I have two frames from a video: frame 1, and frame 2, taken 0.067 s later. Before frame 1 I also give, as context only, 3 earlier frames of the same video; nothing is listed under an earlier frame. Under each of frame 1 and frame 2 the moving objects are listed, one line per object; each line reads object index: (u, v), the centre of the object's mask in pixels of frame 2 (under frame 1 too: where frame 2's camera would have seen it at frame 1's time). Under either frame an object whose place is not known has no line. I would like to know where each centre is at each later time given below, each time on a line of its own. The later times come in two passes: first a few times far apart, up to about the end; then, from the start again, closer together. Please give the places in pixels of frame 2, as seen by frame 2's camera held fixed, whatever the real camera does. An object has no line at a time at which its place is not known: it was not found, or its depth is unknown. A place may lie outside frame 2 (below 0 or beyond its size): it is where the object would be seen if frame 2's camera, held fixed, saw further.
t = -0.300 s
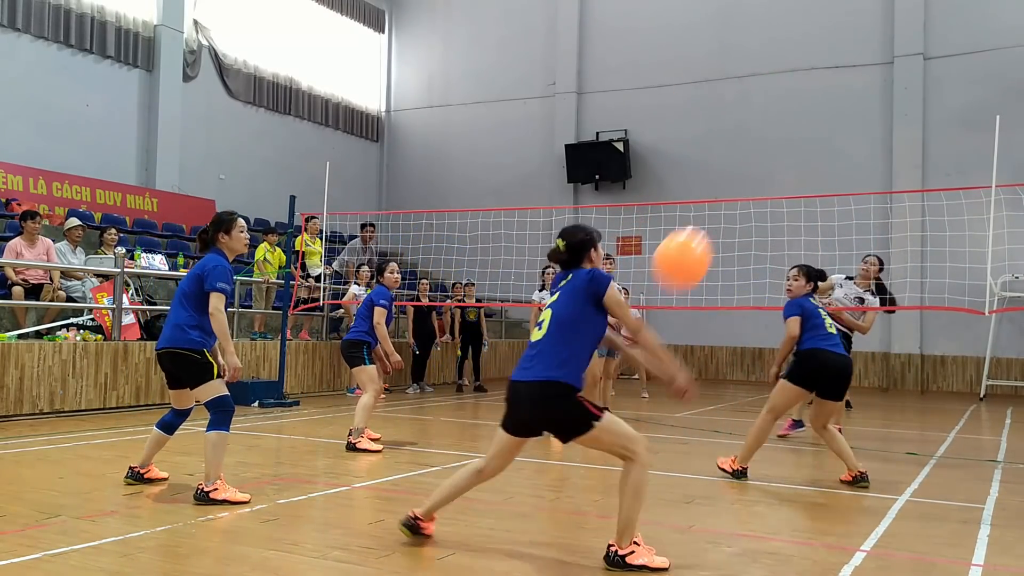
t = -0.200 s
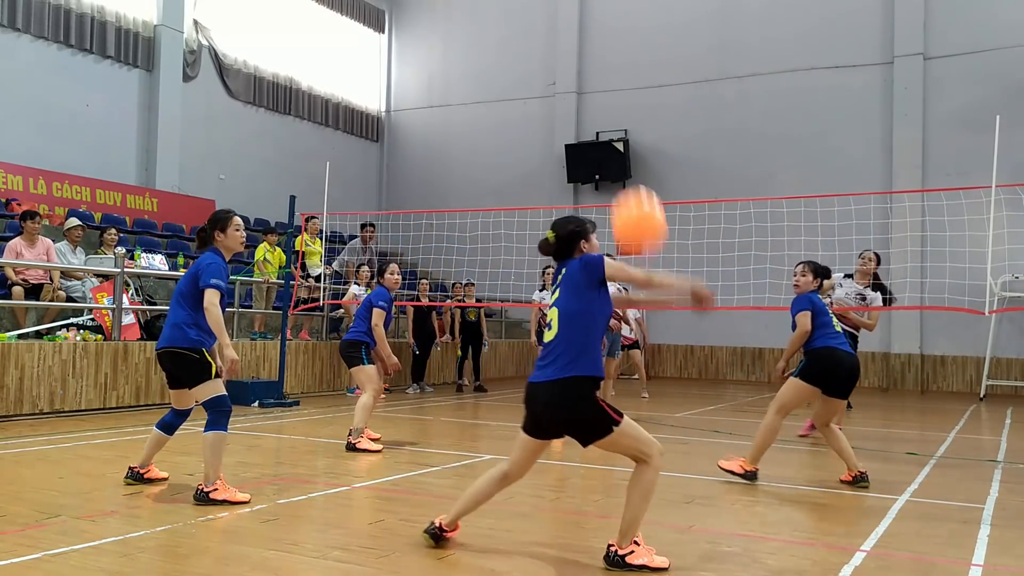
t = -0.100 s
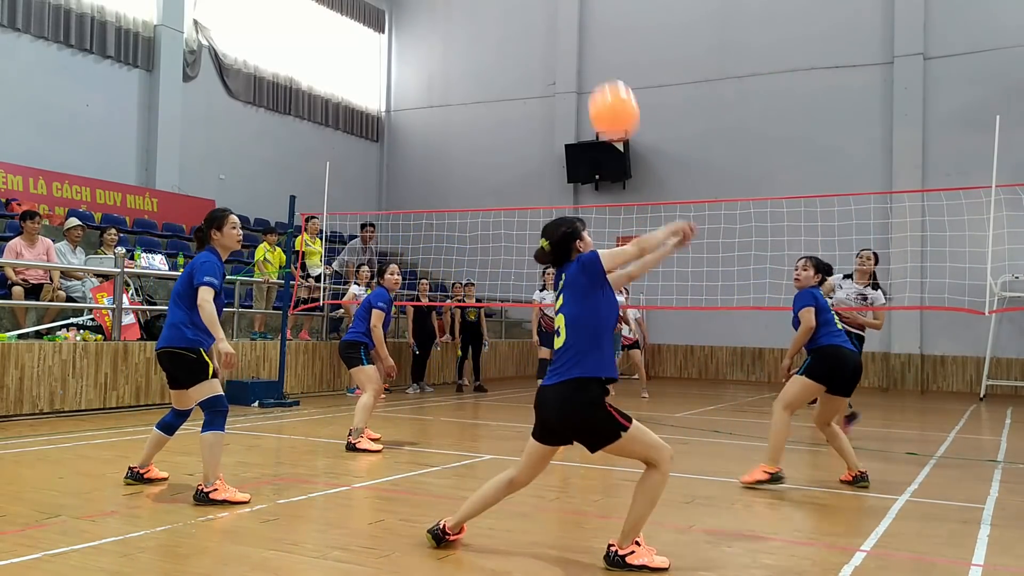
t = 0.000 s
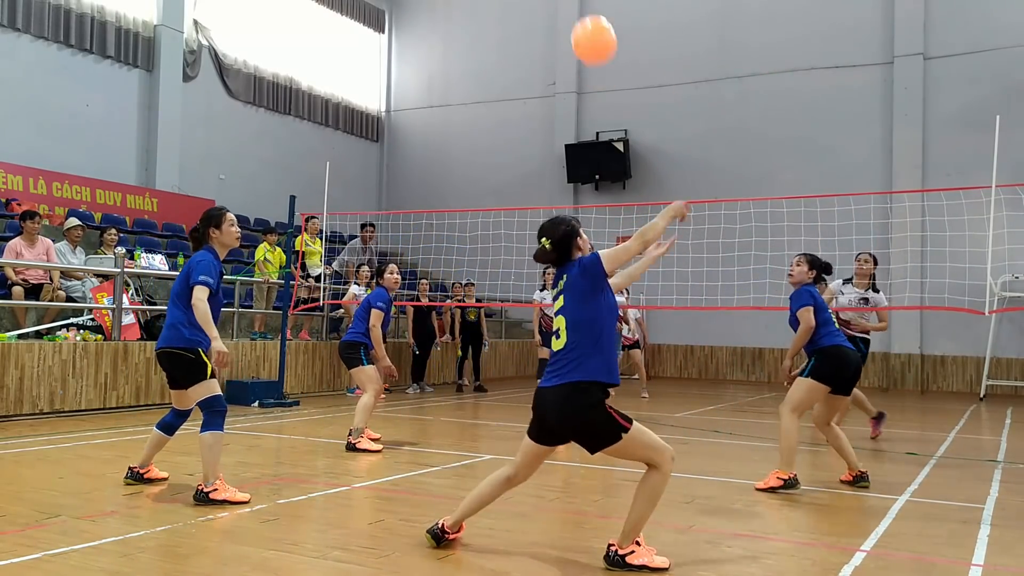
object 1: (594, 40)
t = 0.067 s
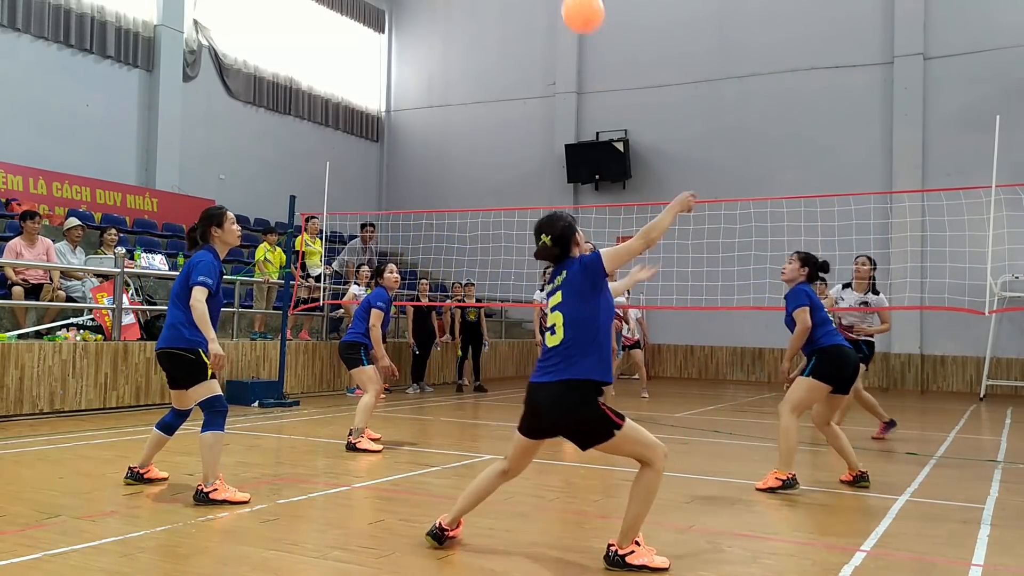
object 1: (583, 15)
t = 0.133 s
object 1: (573, 5)
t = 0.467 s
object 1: (527, 9)
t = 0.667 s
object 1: (504, 69)
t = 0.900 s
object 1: (482, 179)
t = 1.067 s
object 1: (471, 275)
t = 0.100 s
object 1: (578, 9)
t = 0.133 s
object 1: (573, 5)
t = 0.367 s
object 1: (539, 2)
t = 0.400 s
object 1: (535, 4)
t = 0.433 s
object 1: (531, 6)
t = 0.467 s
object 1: (527, 9)
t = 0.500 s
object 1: (523, 14)
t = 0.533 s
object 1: (519, 22)
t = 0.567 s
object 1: (515, 32)
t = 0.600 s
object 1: (511, 44)
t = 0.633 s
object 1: (507, 56)
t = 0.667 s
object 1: (504, 69)
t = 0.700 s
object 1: (501, 83)
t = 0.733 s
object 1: (498, 97)
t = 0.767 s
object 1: (494, 113)
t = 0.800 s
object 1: (491, 128)
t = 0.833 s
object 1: (488, 145)
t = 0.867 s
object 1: (485, 162)
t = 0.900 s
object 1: (482, 179)
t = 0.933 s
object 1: (480, 196)
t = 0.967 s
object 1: (477, 217)
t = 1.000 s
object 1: (475, 235)
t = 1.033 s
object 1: (473, 254)
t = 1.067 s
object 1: (471, 275)
